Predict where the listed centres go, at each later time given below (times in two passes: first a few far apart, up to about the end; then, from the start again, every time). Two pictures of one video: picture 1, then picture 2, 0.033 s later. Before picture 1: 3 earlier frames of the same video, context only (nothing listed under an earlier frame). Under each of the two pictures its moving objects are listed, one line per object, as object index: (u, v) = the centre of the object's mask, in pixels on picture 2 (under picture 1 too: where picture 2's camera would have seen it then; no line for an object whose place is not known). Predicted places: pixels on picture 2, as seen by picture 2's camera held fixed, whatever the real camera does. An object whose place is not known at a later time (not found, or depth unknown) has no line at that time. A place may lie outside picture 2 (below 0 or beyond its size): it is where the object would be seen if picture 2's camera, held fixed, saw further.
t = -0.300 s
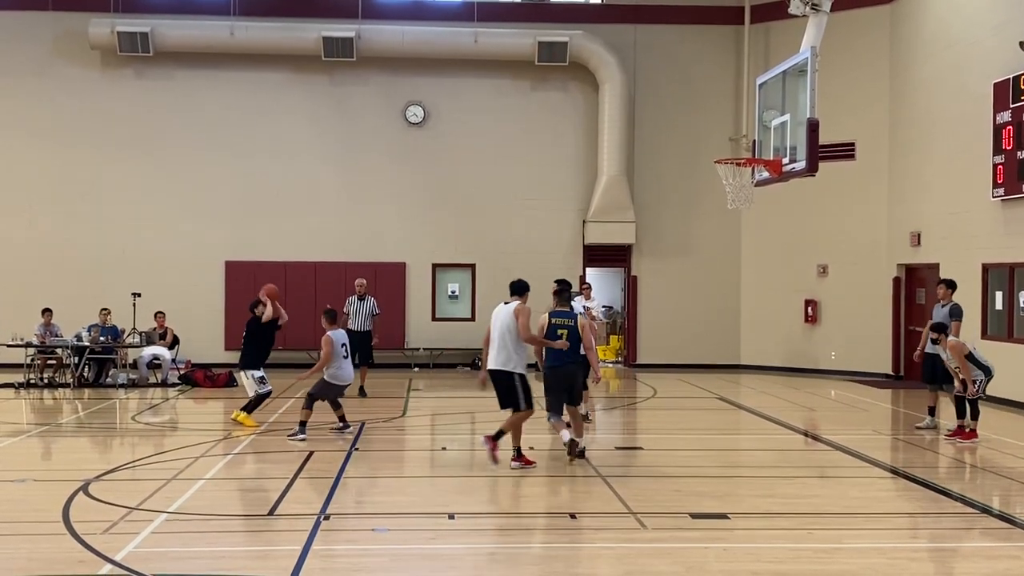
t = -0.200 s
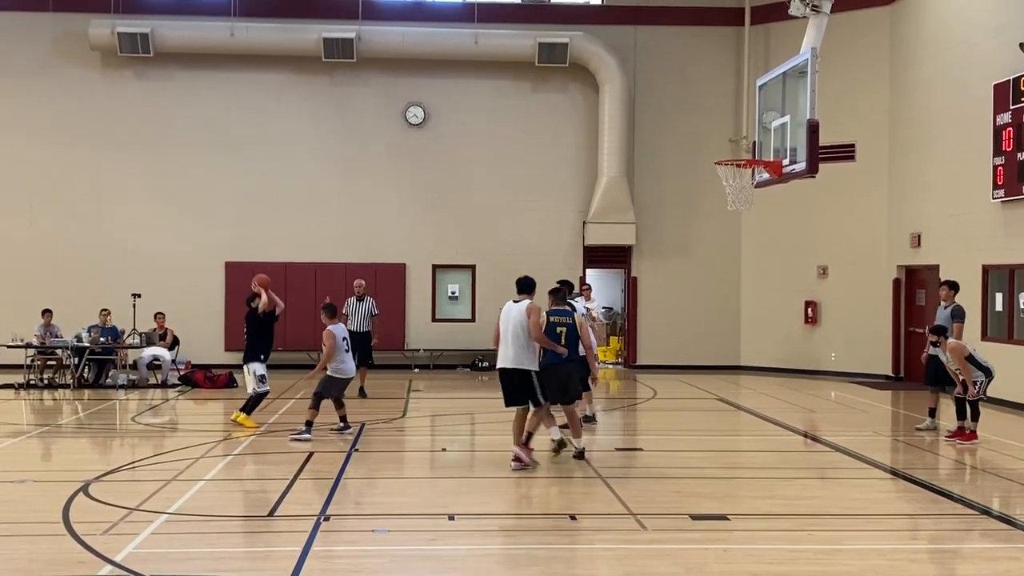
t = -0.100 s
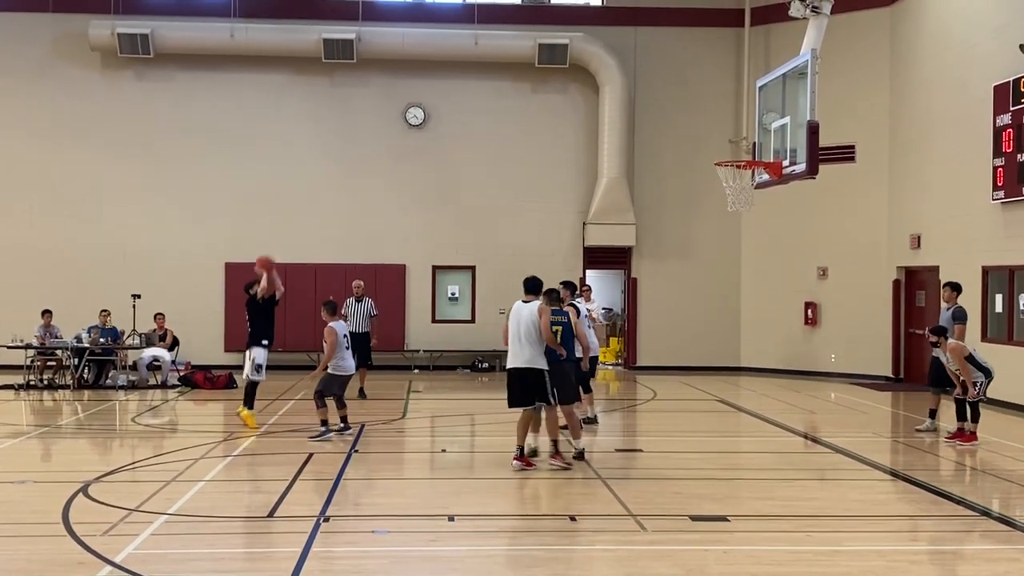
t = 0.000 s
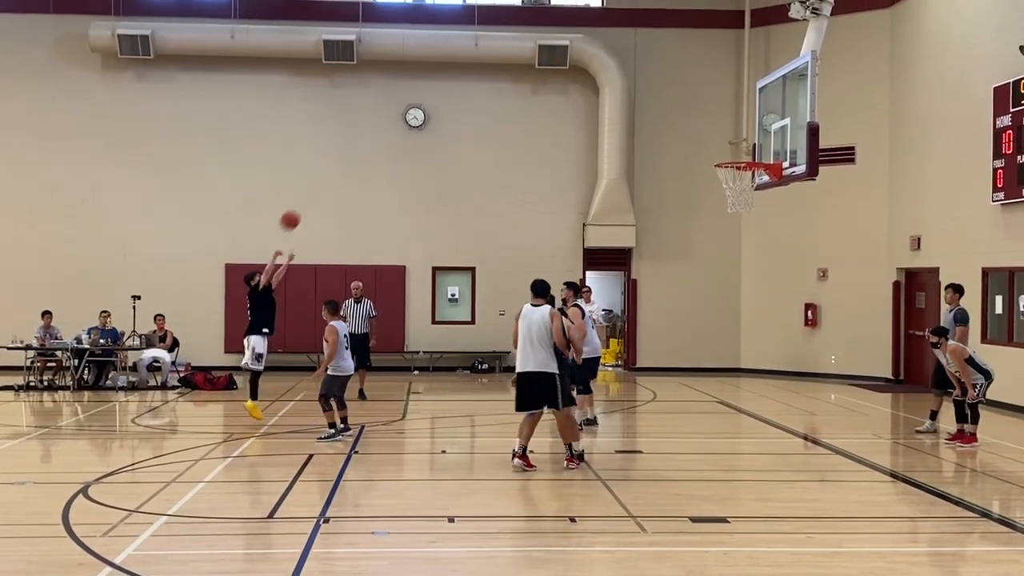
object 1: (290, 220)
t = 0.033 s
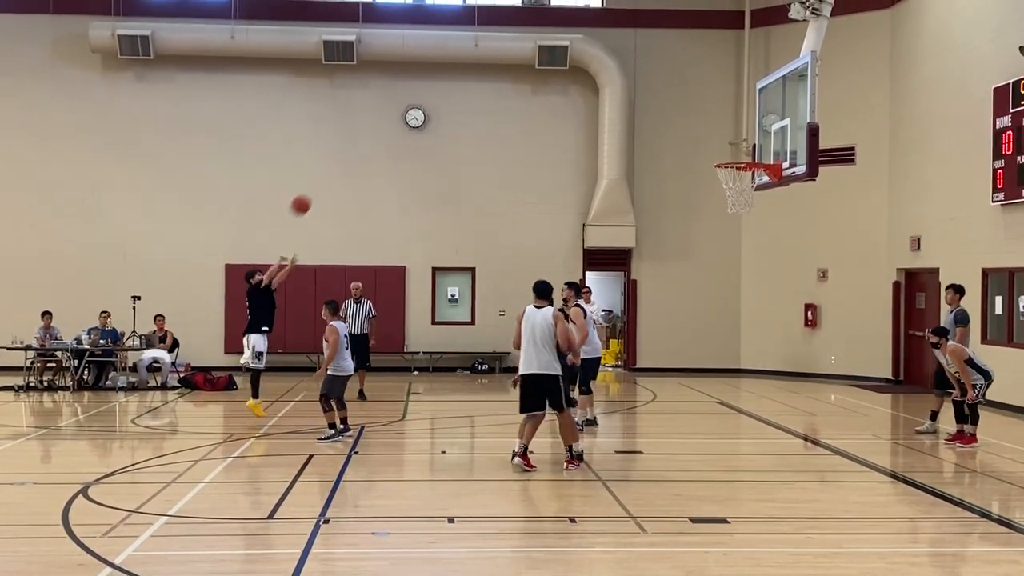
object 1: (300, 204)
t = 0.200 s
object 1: (356, 136)
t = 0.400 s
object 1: (428, 78)
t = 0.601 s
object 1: (505, 51)
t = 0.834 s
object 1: (604, 62)
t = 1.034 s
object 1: (697, 115)
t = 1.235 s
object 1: (754, 132)
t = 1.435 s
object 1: (730, 113)
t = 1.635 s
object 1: (692, 129)
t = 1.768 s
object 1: (669, 159)
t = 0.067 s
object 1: (311, 190)
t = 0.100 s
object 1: (323, 175)
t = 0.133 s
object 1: (334, 162)
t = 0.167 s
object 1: (345, 149)
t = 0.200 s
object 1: (356, 136)
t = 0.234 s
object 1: (367, 124)
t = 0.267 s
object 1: (380, 114)
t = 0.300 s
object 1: (391, 104)
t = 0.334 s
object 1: (403, 95)
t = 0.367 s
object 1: (416, 86)
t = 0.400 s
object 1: (428, 78)
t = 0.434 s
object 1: (441, 72)
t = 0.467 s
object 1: (453, 66)
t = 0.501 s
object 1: (466, 61)
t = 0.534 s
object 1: (479, 57)
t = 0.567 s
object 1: (493, 53)
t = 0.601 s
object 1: (505, 51)
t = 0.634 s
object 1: (519, 49)
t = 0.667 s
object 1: (532, 49)
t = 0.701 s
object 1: (546, 49)
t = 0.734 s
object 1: (560, 51)
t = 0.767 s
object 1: (574, 53)
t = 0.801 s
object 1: (589, 58)
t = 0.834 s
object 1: (604, 62)
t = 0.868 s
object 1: (618, 69)
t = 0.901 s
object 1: (634, 76)
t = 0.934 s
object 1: (649, 84)
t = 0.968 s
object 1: (665, 93)
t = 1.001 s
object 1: (681, 103)
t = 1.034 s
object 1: (697, 115)
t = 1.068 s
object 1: (713, 128)
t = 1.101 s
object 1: (730, 143)
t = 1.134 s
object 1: (743, 153)
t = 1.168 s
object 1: (748, 146)
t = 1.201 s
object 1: (750, 139)
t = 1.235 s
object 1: (754, 132)
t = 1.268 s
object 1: (757, 127)
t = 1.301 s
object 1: (757, 123)
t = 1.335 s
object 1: (750, 119)
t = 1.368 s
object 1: (743, 115)
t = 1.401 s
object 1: (737, 113)
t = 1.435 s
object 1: (730, 113)
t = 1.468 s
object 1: (724, 113)
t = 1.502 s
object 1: (717, 114)
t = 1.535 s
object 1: (711, 116)
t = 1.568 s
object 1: (705, 120)
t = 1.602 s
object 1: (698, 124)
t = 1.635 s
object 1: (692, 129)
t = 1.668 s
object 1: (686, 135)
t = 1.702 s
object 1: (680, 142)
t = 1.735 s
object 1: (675, 149)
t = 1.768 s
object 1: (669, 159)
